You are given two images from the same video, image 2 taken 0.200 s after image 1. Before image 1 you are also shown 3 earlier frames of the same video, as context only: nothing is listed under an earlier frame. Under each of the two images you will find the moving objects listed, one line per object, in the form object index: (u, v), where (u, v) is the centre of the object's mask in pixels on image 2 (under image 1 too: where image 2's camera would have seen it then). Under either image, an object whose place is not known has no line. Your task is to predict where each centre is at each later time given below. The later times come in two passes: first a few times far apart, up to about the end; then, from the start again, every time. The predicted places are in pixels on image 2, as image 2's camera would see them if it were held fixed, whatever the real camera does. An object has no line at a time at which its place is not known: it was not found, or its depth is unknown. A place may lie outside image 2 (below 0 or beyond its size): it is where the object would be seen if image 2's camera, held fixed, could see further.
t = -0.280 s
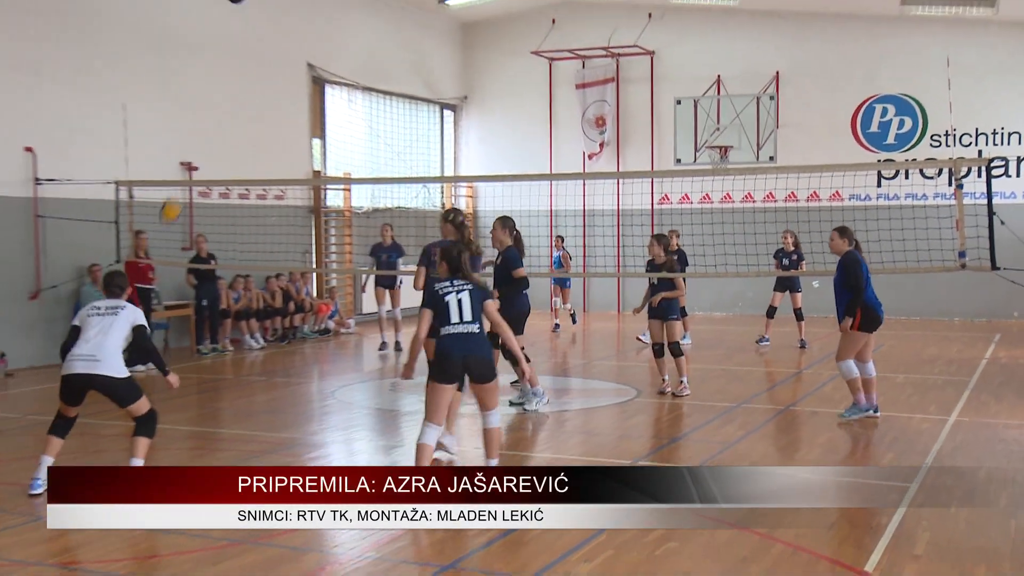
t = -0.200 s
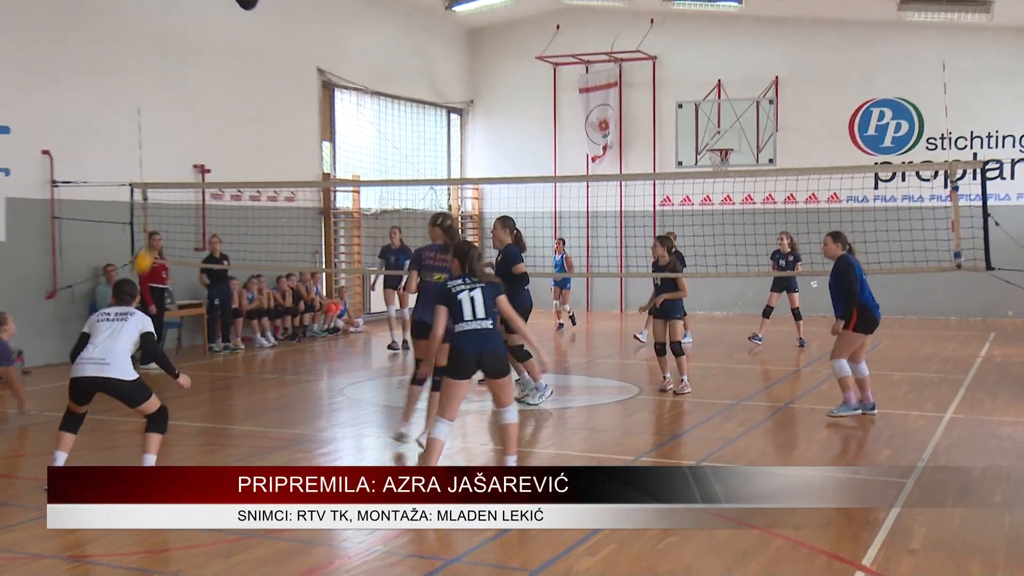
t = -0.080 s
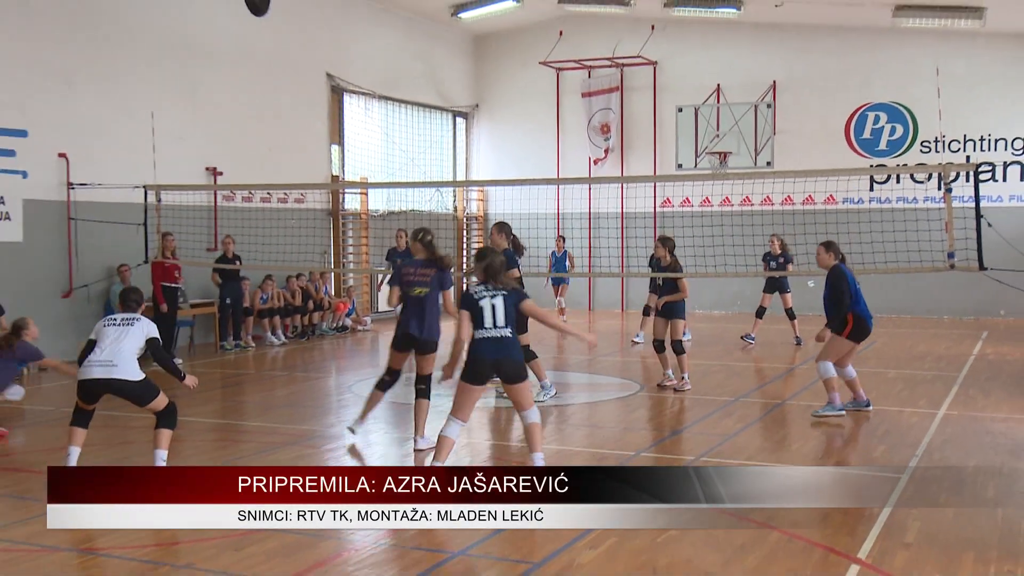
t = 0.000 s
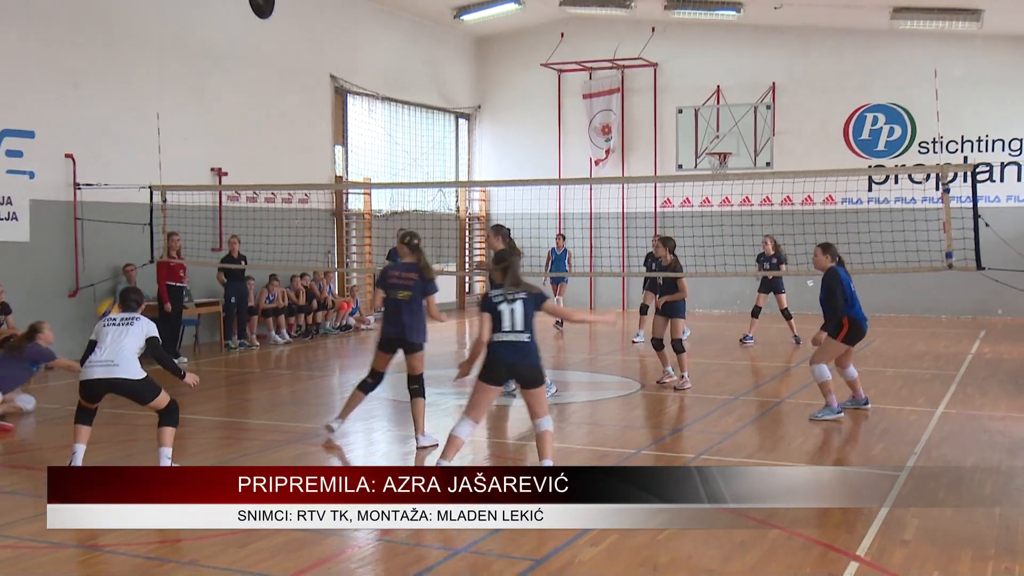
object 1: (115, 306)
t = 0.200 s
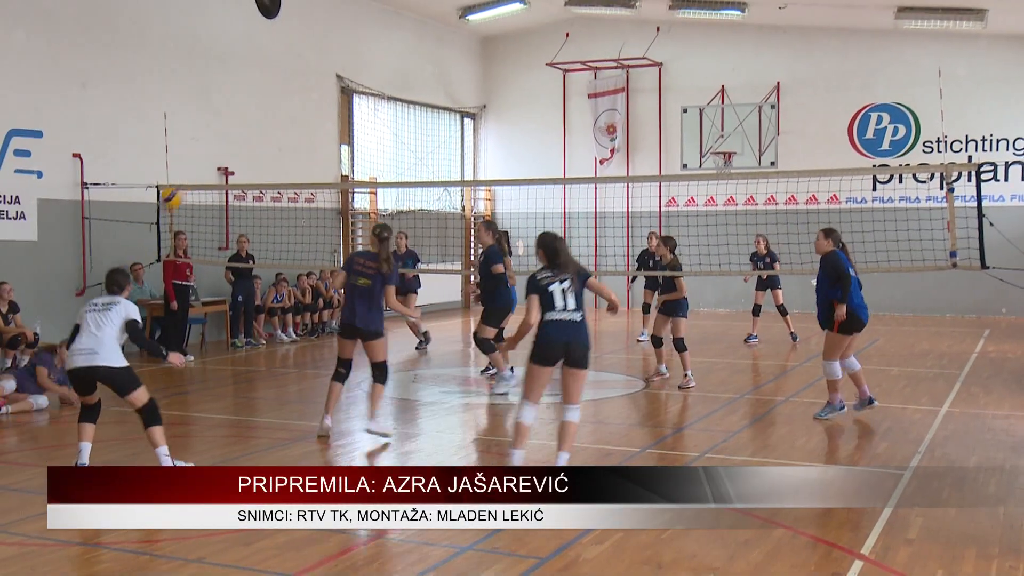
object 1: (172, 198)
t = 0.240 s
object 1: (182, 180)
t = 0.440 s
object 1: (234, 117)
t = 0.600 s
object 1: (275, 96)
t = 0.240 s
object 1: (182, 180)
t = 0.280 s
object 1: (193, 164)
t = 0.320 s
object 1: (203, 150)
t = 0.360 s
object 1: (214, 138)
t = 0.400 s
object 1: (224, 126)
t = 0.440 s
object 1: (234, 117)
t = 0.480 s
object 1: (244, 110)
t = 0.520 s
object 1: (255, 104)
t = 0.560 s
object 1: (265, 99)
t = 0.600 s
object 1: (275, 96)
